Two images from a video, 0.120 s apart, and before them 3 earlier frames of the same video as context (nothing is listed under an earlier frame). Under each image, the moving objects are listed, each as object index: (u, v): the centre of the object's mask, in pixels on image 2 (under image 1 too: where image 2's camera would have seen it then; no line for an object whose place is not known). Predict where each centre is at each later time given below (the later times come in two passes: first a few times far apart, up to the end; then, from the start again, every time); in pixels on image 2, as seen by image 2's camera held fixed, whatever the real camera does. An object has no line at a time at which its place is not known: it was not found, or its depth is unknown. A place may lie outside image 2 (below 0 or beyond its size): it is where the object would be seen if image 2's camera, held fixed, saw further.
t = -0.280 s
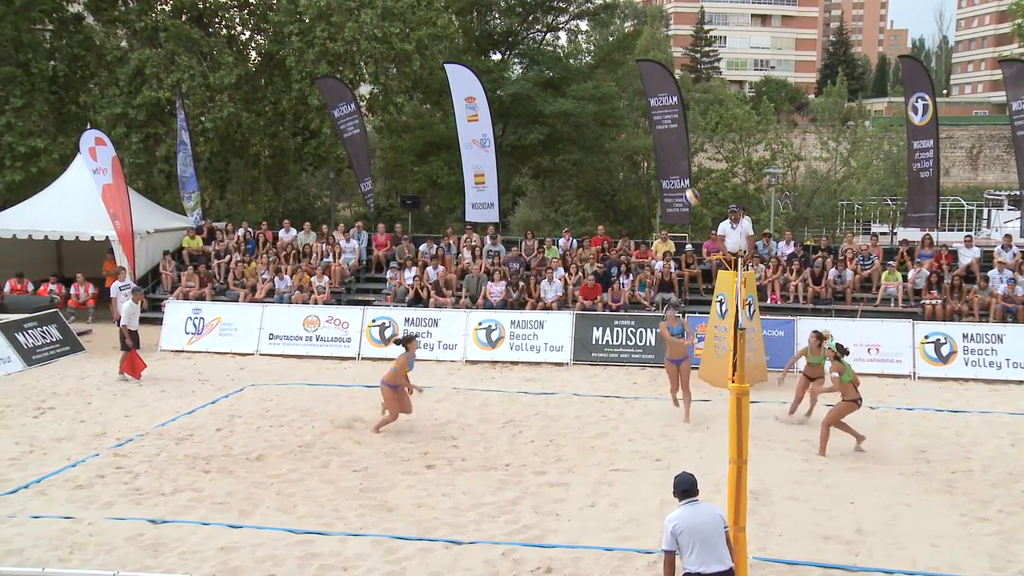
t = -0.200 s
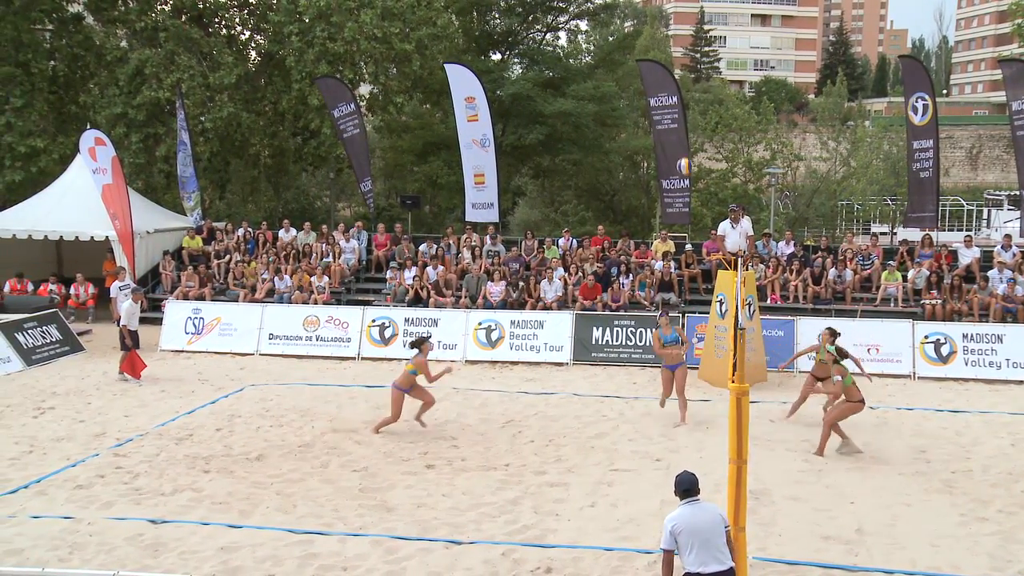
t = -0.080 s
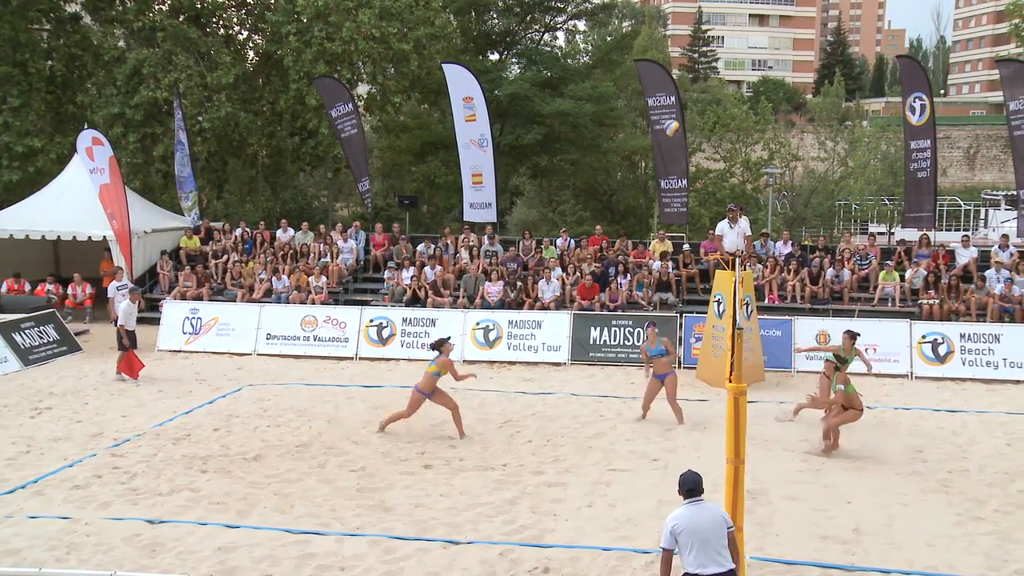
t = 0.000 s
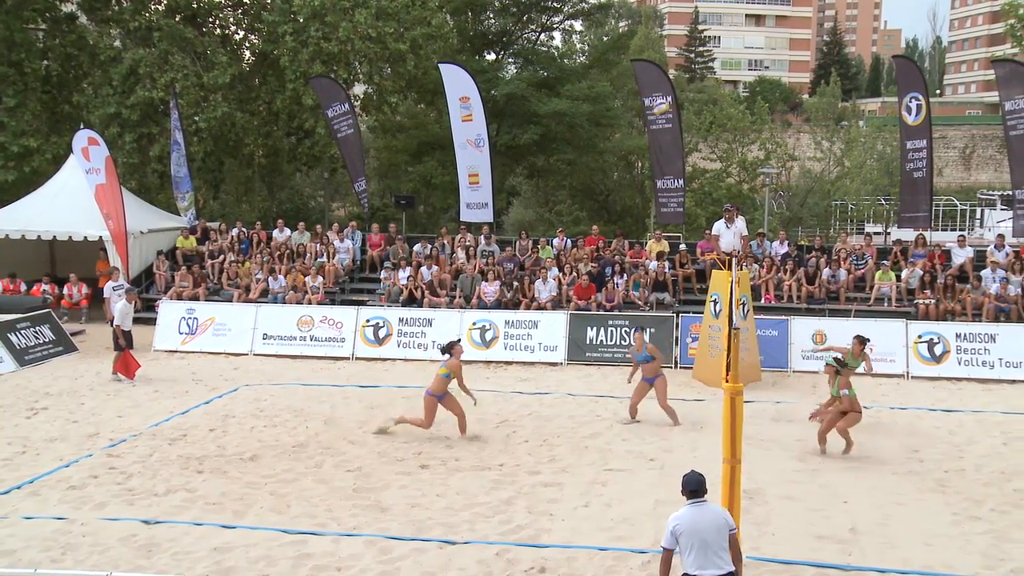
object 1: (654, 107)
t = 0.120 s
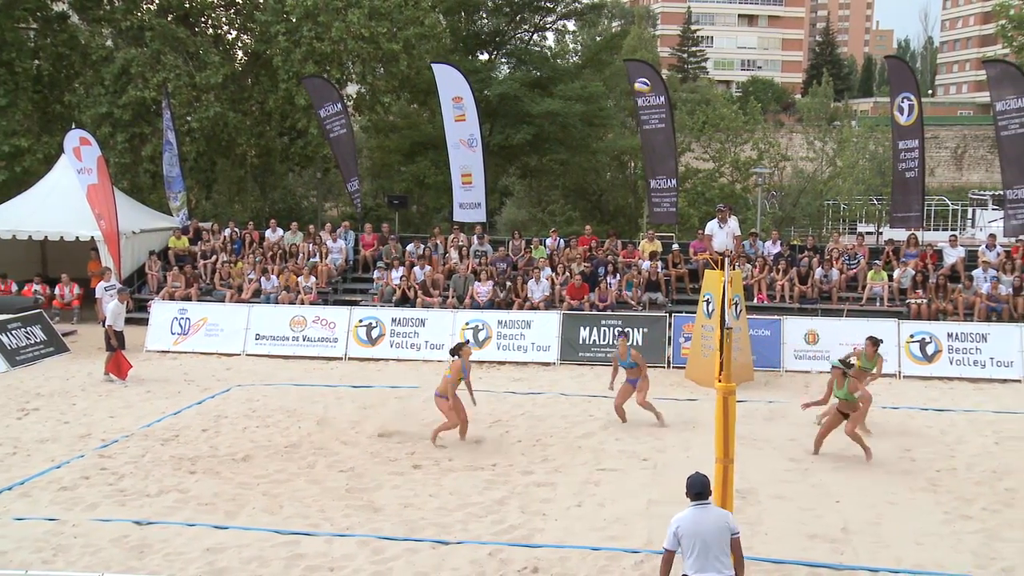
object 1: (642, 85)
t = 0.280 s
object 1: (626, 73)
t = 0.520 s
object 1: (598, 92)
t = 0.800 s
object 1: (564, 171)
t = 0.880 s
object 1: (553, 205)
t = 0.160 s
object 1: (638, 80)
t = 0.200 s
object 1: (634, 77)
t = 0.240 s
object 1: (630, 74)
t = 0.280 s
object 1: (626, 73)
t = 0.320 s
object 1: (622, 73)
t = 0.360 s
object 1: (617, 75)
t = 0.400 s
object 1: (612, 78)
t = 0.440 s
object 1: (608, 81)
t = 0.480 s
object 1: (603, 86)
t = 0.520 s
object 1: (598, 92)
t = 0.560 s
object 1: (594, 99)
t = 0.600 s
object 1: (589, 108)
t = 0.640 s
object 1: (584, 118)
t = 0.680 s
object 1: (579, 129)
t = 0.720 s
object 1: (574, 141)
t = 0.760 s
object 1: (569, 156)
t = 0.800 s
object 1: (564, 171)
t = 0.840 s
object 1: (558, 187)
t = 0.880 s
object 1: (553, 205)
